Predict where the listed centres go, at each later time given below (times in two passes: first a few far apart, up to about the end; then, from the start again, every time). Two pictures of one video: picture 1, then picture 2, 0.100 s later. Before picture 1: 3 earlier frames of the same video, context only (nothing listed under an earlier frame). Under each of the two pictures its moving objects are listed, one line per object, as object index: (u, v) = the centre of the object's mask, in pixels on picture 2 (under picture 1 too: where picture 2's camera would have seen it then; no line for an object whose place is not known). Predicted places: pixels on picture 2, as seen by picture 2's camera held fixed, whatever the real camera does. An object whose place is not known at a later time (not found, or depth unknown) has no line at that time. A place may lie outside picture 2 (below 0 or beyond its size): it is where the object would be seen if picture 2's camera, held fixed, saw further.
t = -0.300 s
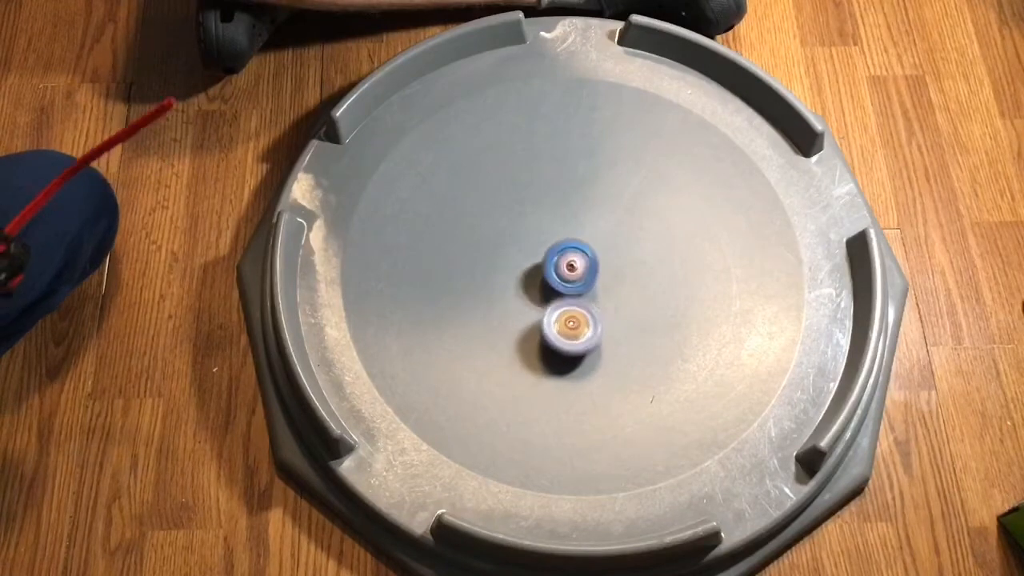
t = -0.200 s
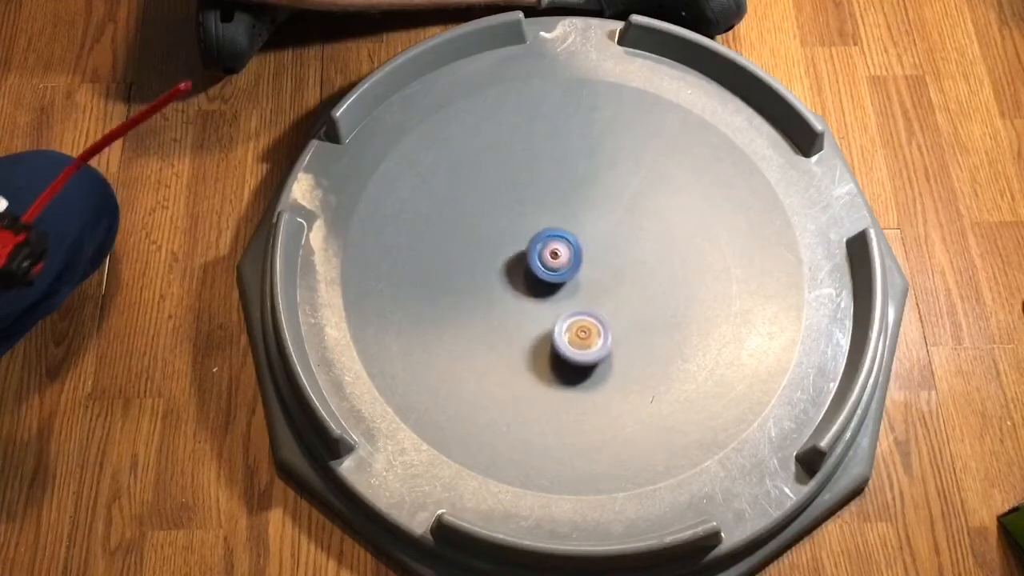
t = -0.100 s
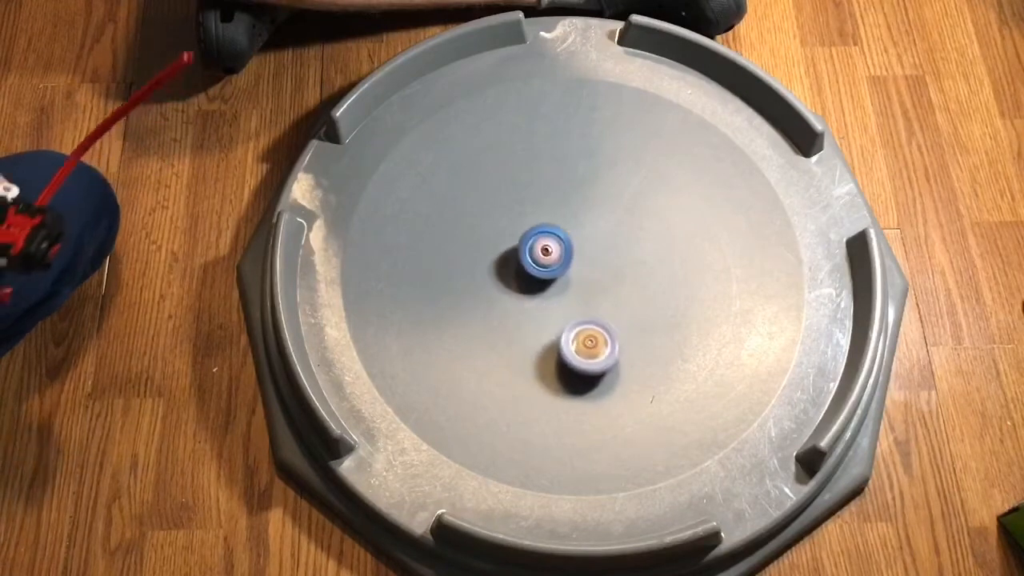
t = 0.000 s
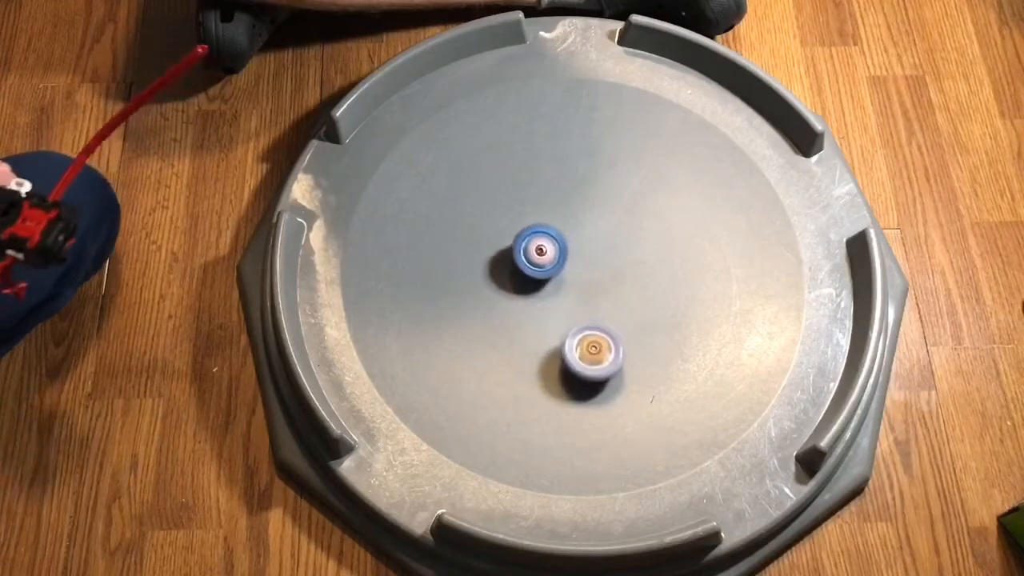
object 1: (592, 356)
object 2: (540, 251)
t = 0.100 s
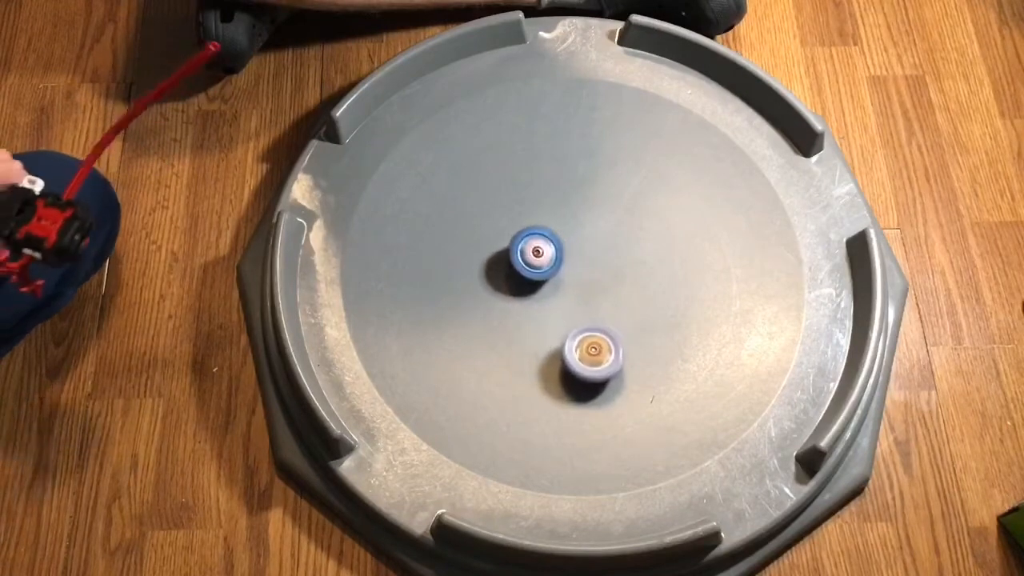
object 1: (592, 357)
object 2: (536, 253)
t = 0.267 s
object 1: (588, 347)
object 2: (534, 258)
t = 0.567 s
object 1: (596, 304)
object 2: (519, 260)
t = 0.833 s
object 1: (632, 274)
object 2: (502, 254)
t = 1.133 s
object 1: (664, 246)
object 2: (515, 260)
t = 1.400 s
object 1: (664, 240)
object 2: (537, 265)
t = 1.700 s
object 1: (618, 233)
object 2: (565, 265)
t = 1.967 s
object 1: (602, 194)
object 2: (549, 295)
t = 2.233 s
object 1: (591, 174)
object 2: (553, 282)
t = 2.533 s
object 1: (569, 196)
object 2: (561, 271)
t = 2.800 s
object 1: (525, 221)
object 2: (574, 274)
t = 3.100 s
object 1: (471, 212)
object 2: (579, 278)
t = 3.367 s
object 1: (472, 208)
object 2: (577, 275)
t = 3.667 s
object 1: (503, 255)
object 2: (572, 269)
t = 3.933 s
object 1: (466, 296)
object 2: (611, 259)
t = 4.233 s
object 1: (438, 313)
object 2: (602, 260)
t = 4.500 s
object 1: (476, 306)
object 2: (587, 261)
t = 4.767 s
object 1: (539, 316)
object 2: (579, 251)
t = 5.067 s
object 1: (593, 347)
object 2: (593, 215)
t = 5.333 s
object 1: (635, 352)
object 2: (586, 222)
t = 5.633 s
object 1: (658, 334)
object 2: (579, 237)
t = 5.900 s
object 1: (657, 298)
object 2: (582, 255)
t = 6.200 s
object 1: (685, 248)
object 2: (516, 271)
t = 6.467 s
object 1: (697, 226)
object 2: (480, 279)
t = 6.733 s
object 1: (660, 216)
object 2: (484, 285)
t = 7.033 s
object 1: (591, 221)
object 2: (499, 285)
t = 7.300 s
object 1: (552, 218)
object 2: (503, 298)
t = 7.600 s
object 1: (573, 175)
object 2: (499, 325)
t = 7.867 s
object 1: (580, 195)
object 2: (504, 317)
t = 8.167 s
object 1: (572, 247)
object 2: (508, 306)
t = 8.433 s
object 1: (568, 290)
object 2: (506, 293)
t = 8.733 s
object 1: (578, 320)
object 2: (495, 285)
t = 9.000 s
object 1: (587, 333)
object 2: (493, 284)
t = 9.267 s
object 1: (589, 319)
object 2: (497, 284)
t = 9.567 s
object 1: (581, 276)
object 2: (506, 278)
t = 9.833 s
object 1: (574, 241)
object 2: (511, 267)
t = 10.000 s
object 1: (571, 230)
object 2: (511, 260)
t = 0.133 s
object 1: (591, 356)
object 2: (535, 254)
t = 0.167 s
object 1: (590, 355)
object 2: (535, 255)
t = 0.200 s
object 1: (590, 353)
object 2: (535, 256)
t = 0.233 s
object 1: (589, 350)
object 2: (534, 257)
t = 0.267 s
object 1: (588, 347)
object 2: (534, 258)
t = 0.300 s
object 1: (588, 343)
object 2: (534, 259)
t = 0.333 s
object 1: (587, 338)
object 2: (535, 260)
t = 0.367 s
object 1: (586, 334)
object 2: (535, 262)
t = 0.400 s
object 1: (586, 329)
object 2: (535, 263)
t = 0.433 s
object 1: (585, 324)
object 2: (536, 264)
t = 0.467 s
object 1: (584, 317)
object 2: (537, 265)
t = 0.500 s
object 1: (584, 309)
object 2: (537, 267)
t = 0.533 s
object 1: (590, 308)
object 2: (529, 264)
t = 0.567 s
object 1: (596, 304)
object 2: (519, 260)
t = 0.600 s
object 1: (601, 301)
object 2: (512, 257)
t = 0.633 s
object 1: (605, 297)
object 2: (508, 256)
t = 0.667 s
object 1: (610, 293)
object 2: (504, 255)
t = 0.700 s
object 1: (614, 289)
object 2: (503, 254)
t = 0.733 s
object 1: (619, 285)
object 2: (502, 254)
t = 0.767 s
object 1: (623, 281)
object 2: (501, 254)
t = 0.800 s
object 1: (627, 278)
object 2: (501, 254)
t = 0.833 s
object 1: (632, 274)
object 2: (502, 254)
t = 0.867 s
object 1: (635, 271)
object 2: (502, 255)
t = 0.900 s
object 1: (640, 267)
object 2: (503, 255)
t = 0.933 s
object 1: (644, 264)
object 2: (504, 256)
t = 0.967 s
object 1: (648, 261)
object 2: (506, 256)
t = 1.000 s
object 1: (651, 257)
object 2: (508, 257)
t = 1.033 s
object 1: (655, 255)
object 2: (509, 257)
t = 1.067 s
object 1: (658, 251)
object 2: (511, 258)
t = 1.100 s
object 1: (661, 248)
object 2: (513, 259)
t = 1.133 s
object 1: (664, 246)
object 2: (515, 260)
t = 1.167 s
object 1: (666, 243)
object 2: (517, 260)
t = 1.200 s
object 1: (668, 242)
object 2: (520, 261)
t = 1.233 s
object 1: (669, 241)
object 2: (522, 262)
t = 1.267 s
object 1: (670, 240)
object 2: (525, 263)
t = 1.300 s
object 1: (669, 240)
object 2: (527, 263)
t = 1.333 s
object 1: (668, 239)
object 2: (530, 264)
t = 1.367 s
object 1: (666, 239)
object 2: (533, 264)
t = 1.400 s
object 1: (664, 240)
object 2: (537, 265)
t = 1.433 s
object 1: (662, 240)
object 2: (540, 265)
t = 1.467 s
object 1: (658, 239)
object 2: (543, 265)
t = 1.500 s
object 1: (654, 239)
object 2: (547, 266)
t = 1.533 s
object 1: (649, 238)
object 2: (551, 265)
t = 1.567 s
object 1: (643, 237)
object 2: (554, 265)
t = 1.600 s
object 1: (637, 236)
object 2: (557, 265)
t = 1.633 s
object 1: (631, 235)
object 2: (560, 265)
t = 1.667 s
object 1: (624, 234)
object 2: (562, 266)
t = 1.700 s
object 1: (618, 233)
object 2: (565, 265)
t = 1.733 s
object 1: (612, 231)
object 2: (565, 269)
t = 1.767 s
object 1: (612, 223)
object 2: (559, 276)
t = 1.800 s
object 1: (611, 218)
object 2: (554, 283)
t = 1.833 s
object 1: (610, 212)
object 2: (552, 288)
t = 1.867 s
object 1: (608, 208)
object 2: (550, 292)
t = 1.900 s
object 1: (606, 203)
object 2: (549, 294)
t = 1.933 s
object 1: (604, 199)
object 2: (549, 295)
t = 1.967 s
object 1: (602, 194)
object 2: (549, 295)
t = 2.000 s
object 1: (600, 190)
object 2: (549, 294)
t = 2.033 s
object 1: (598, 187)
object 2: (550, 293)
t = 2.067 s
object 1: (596, 183)
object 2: (550, 292)
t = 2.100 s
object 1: (595, 180)
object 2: (551, 290)
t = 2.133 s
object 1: (593, 177)
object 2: (552, 288)
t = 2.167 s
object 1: (593, 175)
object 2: (552, 286)
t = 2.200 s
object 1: (592, 174)
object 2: (553, 284)
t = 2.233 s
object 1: (591, 174)
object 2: (553, 282)
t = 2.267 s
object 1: (591, 175)
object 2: (554, 280)
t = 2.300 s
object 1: (590, 176)
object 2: (555, 278)
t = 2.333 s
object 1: (588, 177)
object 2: (556, 277)
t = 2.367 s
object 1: (586, 179)
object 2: (556, 275)
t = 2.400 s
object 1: (584, 182)
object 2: (557, 274)
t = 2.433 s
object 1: (581, 186)
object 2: (558, 273)
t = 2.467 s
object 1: (577, 189)
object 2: (559, 272)
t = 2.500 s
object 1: (573, 193)
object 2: (560, 271)
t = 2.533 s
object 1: (569, 196)
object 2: (561, 271)
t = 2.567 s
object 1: (564, 200)
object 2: (562, 270)
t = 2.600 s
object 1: (559, 204)
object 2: (563, 270)
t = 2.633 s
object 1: (554, 208)
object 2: (564, 270)
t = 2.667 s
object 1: (549, 212)
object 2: (565, 270)
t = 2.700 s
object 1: (544, 215)
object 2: (566, 270)
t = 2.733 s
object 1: (539, 219)
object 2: (567, 269)
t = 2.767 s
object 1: (533, 221)
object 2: (569, 270)
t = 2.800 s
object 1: (525, 221)
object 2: (574, 274)
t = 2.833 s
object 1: (518, 221)
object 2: (577, 276)
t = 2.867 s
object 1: (510, 220)
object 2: (579, 278)
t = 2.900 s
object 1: (503, 219)
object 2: (580, 278)
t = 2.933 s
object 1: (496, 218)
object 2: (580, 279)
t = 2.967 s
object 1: (490, 217)
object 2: (580, 279)
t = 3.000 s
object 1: (484, 216)
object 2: (580, 279)
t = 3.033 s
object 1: (479, 214)
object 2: (580, 278)
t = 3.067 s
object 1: (475, 213)
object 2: (580, 278)
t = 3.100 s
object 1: (471, 212)
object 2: (579, 278)
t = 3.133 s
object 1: (468, 209)
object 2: (579, 278)
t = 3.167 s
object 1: (466, 208)
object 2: (579, 278)
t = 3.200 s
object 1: (464, 207)
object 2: (579, 278)
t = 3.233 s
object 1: (464, 205)
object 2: (578, 277)
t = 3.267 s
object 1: (464, 206)
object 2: (578, 277)
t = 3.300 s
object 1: (466, 207)
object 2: (578, 276)
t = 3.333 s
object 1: (470, 207)
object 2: (578, 276)
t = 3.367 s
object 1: (472, 208)
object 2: (577, 275)
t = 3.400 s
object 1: (475, 212)
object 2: (577, 275)
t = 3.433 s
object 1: (479, 215)
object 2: (576, 274)
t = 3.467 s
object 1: (483, 219)
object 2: (576, 273)
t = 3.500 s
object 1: (487, 223)
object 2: (575, 273)
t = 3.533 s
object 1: (490, 229)
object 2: (575, 272)
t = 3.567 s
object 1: (494, 234)
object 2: (574, 271)
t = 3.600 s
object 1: (497, 241)
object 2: (573, 271)
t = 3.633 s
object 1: (500, 248)
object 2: (573, 270)
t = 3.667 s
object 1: (503, 255)
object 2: (572, 269)
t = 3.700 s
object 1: (506, 261)
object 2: (572, 268)
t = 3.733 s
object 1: (500, 270)
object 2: (582, 267)
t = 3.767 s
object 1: (493, 273)
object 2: (593, 265)
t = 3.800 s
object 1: (487, 279)
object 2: (602, 263)
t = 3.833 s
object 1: (481, 285)
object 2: (607, 261)
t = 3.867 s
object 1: (477, 288)
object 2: (610, 260)
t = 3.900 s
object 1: (472, 291)
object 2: (611, 260)
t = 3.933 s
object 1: (466, 296)
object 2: (611, 259)
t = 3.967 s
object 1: (461, 300)
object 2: (611, 259)
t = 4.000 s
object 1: (456, 304)
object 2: (611, 259)
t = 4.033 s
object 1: (452, 307)
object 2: (610, 259)
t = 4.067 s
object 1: (449, 309)
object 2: (609, 259)
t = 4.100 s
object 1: (446, 311)
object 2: (608, 259)
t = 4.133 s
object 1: (443, 311)
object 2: (607, 260)
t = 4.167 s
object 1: (440, 314)
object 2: (605, 260)
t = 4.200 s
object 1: (438, 314)
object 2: (604, 260)
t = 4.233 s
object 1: (438, 313)
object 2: (602, 260)
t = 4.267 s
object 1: (439, 312)
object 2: (601, 260)
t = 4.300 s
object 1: (443, 310)
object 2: (599, 260)
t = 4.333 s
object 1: (446, 310)
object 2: (597, 261)
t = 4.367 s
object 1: (450, 309)
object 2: (595, 261)
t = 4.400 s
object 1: (455, 309)
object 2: (593, 261)
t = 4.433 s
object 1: (461, 308)
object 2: (591, 261)
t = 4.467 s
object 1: (469, 306)
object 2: (589, 261)
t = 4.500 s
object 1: (476, 306)
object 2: (587, 261)
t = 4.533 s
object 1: (484, 307)
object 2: (585, 261)
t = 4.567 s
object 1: (493, 305)
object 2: (583, 261)
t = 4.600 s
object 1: (501, 306)
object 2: (581, 261)
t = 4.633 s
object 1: (509, 306)
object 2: (579, 261)
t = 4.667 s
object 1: (519, 306)
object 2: (578, 261)
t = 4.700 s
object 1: (527, 307)
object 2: (576, 262)
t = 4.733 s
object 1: (535, 307)
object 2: (575, 261)
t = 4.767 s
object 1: (539, 316)
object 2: (579, 251)
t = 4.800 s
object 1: (544, 323)
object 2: (585, 241)
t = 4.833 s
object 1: (550, 327)
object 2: (590, 232)
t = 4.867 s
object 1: (556, 331)
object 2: (592, 225)
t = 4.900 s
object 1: (561, 335)
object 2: (595, 220)
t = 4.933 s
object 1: (566, 337)
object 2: (595, 217)
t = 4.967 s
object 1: (574, 340)
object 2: (595, 216)
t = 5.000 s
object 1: (580, 343)
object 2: (594, 215)
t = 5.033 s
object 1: (586, 344)
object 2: (594, 215)
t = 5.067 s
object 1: (593, 347)
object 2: (593, 215)
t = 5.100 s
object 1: (598, 348)
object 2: (593, 216)
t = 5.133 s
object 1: (605, 349)
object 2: (592, 216)
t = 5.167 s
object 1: (611, 350)
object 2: (591, 217)
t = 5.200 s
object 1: (616, 351)
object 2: (590, 217)
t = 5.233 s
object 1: (621, 352)
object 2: (589, 218)
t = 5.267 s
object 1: (626, 352)
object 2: (588, 219)
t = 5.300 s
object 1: (630, 352)
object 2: (587, 220)
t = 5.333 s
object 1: (635, 352)
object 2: (586, 222)
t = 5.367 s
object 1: (639, 352)
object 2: (585, 223)
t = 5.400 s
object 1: (642, 352)
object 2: (584, 224)
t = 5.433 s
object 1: (646, 350)
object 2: (583, 225)
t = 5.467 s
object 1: (650, 348)
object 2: (582, 227)
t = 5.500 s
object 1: (652, 346)
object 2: (581, 229)
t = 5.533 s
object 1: (654, 345)
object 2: (580, 230)
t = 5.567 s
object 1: (655, 341)
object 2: (580, 233)
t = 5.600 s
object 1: (657, 338)
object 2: (579, 235)
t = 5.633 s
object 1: (658, 334)
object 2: (579, 237)
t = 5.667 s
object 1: (659, 330)
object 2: (579, 239)
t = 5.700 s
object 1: (658, 327)
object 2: (579, 242)
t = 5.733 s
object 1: (659, 322)
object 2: (579, 244)
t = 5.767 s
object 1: (659, 318)
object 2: (579, 247)
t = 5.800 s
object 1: (659, 312)
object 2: (580, 249)
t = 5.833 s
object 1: (658, 307)
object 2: (580, 251)
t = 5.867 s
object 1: (659, 302)
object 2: (581, 253)
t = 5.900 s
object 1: (657, 298)
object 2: (582, 255)
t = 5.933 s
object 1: (656, 292)
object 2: (582, 257)
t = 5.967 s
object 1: (654, 288)
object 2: (583, 259)
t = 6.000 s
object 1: (653, 282)
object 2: (584, 261)
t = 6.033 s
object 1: (651, 277)
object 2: (585, 263)
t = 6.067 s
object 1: (650, 272)
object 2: (583, 267)
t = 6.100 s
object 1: (660, 266)
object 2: (568, 269)
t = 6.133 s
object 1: (672, 259)
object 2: (548, 269)
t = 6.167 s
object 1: (680, 252)
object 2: (532, 271)
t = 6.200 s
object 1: (685, 248)
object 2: (516, 271)
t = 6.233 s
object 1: (689, 243)
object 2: (503, 272)
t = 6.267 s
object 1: (693, 240)
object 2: (494, 273)
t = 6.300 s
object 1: (695, 237)
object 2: (487, 275)
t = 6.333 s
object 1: (697, 234)
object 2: (483, 276)
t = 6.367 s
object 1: (697, 232)
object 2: (481, 277)
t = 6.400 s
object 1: (698, 230)
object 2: (481, 278)
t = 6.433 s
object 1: (697, 228)
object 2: (480, 278)
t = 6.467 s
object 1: (697, 226)
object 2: (480, 279)
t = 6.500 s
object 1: (694, 224)
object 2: (479, 280)
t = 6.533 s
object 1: (691, 223)
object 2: (479, 281)
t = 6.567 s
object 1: (688, 221)
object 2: (480, 282)
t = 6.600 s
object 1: (684, 220)
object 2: (480, 283)
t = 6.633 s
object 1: (679, 219)
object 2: (481, 283)
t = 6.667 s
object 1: (673, 218)
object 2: (482, 284)
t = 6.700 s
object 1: (667, 217)
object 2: (483, 285)
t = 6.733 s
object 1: (660, 216)
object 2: (484, 285)
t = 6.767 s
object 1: (653, 216)
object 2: (485, 286)
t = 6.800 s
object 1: (646, 215)
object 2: (487, 286)
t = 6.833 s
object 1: (638, 215)
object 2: (489, 286)
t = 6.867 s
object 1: (630, 215)
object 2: (490, 287)
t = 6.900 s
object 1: (622, 216)
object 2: (492, 286)
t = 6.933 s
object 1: (615, 217)
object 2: (493, 286)
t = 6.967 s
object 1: (608, 217)
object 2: (495, 286)
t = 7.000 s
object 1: (600, 219)
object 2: (497, 285)
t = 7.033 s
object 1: (591, 221)
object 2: (499, 285)
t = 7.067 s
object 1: (584, 222)
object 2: (501, 283)
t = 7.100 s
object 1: (576, 225)
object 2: (503, 282)
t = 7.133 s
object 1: (569, 227)
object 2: (505, 281)
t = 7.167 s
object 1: (563, 229)
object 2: (507, 280)
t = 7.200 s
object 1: (556, 233)
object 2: (509, 278)
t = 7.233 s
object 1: (551, 236)
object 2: (512, 277)
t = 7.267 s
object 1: (549, 229)
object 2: (508, 286)
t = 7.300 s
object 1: (552, 218)
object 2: (503, 298)
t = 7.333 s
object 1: (555, 208)
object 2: (500, 308)
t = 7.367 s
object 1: (558, 200)
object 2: (498, 315)
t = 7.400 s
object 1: (561, 193)
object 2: (497, 321)
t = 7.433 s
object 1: (564, 186)
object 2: (497, 325)
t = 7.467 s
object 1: (565, 182)
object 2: (497, 327)
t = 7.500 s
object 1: (568, 177)
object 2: (498, 327)
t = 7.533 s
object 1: (570, 176)
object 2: (498, 326)
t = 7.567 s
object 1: (571, 175)
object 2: (499, 326)
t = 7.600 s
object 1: (573, 175)
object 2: (499, 325)
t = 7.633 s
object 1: (575, 175)
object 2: (500, 324)
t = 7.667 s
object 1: (576, 176)
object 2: (500, 323)
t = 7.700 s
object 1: (580, 178)
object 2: (501, 322)
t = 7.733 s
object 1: (580, 180)
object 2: (501, 321)
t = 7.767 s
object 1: (580, 183)
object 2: (502, 320)
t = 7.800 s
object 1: (581, 187)
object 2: (502, 320)
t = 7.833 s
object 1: (581, 191)
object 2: (503, 318)
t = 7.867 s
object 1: (580, 195)
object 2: (504, 317)
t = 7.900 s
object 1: (579, 200)
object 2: (504, 317)
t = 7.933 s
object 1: (577, 206)
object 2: (505, 315)
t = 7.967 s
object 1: (578, 210)
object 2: (506, 314)
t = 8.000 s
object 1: (576, 216)
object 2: (507, 313)
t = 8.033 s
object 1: (575, 222)
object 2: (507, 311)
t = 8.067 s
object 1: (574, 229)
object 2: (507, 310)
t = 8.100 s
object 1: (574, 234)
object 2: (507, 309)
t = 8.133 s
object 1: (573, 239)
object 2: (508, 307)
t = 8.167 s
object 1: (572, 247)
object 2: (508, 306)
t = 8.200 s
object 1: (572, 254)
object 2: (508, 304)
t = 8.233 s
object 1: (573, 259)
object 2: (508, 302)
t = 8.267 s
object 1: (571, 264)
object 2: (508, 301)
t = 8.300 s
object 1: (570, 271)
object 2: (508, 299)
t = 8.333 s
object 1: (570, 278)
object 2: (508, 298)
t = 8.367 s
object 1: (570, 282)
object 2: (507, 296)
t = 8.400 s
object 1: (569, 286)
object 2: (507, 295)
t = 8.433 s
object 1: (568, 290)
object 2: (506, 293)
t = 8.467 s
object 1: (568, 295)
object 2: (503, 292)
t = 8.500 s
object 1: (571, 298)
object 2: (501, 291)
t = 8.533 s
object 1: (571, 301)
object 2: (501, 290)
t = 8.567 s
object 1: (571, 306)
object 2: (500, 289)
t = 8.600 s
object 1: (572, 308)
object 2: (499, 288)
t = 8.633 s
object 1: (574, 311)
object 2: (498, 287)
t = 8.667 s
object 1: (575, 317)
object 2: (497, 287)
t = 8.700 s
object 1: (577, 318)
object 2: (496, 286)
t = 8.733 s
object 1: (578, 320)
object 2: (495, 285)
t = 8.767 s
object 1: (580, 323)
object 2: (494, 285)
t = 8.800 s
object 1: (580, 326)
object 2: (494, 285)
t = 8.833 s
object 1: (582, 327)
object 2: (493, 285)
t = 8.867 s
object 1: (583, 328)
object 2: (493, 285)
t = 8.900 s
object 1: (584, 329)
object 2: (493, 284)
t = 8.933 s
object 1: (585, 331)
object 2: (492, 284)
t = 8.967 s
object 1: (585, 332)
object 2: (492, 284)
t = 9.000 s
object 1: (587, 333)
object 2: (493, 284)
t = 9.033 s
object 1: (588, 331)
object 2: (493, 285)
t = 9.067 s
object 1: (589, 330)
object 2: (493, 285)
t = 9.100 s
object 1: (589, 329)
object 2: (493, 285)
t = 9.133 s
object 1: (590, 326)
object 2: (494, 285)
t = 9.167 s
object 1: (590, 325)
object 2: (494, 285)
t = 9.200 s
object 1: (590, 323)
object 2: (495, 285)
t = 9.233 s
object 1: (589, 322)
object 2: (496, 285)
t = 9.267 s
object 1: (589, 319)
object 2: (497, 284)
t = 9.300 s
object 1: (589, 315)
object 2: (498, 284)
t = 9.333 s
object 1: (589, 311)
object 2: (499, 284)
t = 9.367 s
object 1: (588, 306)
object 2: (499, 283)
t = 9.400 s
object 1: (587, 301)
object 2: (501, 283)
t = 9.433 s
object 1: (586, 297)
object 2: (502, 282)
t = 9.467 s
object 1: (585, 293)
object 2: (503, 282)
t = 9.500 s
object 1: (584, 287)
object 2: (504, 281)
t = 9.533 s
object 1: (582, 283)
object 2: (505, 280)
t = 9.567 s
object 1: (581, 276)
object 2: (506, 278)
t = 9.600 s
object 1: (579, 272)
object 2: (507, 277)
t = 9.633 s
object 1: (577, 268)
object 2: (508, 276)
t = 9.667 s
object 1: (576, 263)
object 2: (509, 275)
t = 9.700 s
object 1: (576, 259)
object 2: (509, 273)
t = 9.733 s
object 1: (575, 255)
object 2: (510, 272)
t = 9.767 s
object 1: (575, 251)
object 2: (510, 270)
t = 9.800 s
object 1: (575, 245)
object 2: (511, 269)
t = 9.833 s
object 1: (574, 241)
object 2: (511, 267)
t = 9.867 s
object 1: (575, 238)
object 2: (512, 266)
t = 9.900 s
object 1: (574, 235)
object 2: (512, 265)
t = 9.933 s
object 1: (573, 234)
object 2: (512, 263)
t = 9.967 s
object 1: (573, 230)
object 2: (512, 261)
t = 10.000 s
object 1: (571, 230)
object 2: (511, 260)
